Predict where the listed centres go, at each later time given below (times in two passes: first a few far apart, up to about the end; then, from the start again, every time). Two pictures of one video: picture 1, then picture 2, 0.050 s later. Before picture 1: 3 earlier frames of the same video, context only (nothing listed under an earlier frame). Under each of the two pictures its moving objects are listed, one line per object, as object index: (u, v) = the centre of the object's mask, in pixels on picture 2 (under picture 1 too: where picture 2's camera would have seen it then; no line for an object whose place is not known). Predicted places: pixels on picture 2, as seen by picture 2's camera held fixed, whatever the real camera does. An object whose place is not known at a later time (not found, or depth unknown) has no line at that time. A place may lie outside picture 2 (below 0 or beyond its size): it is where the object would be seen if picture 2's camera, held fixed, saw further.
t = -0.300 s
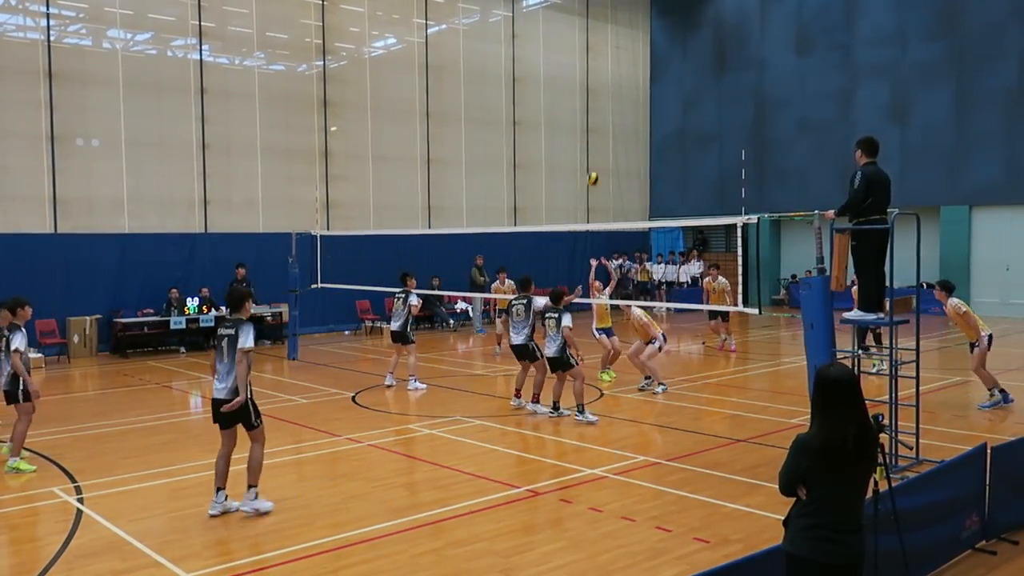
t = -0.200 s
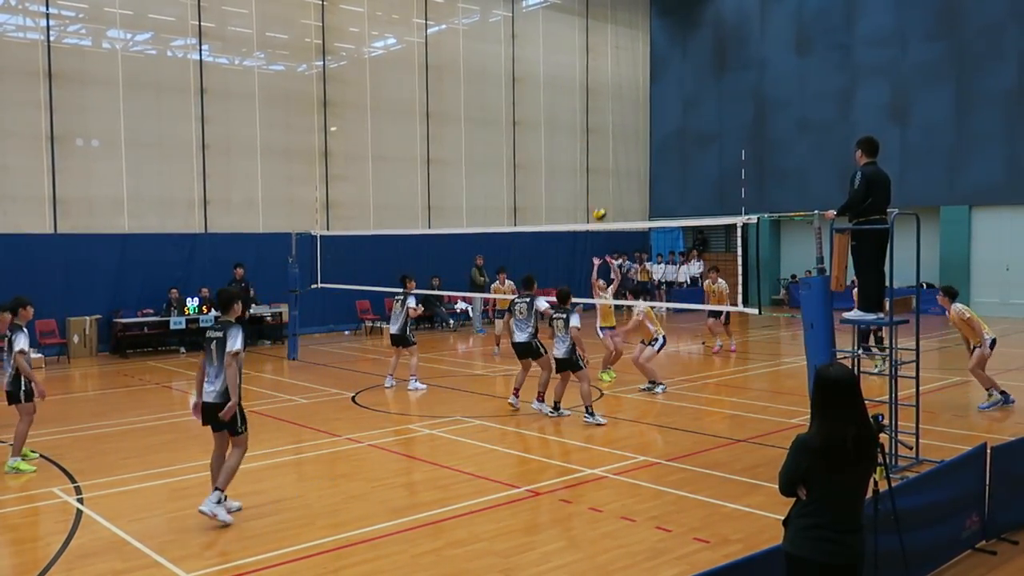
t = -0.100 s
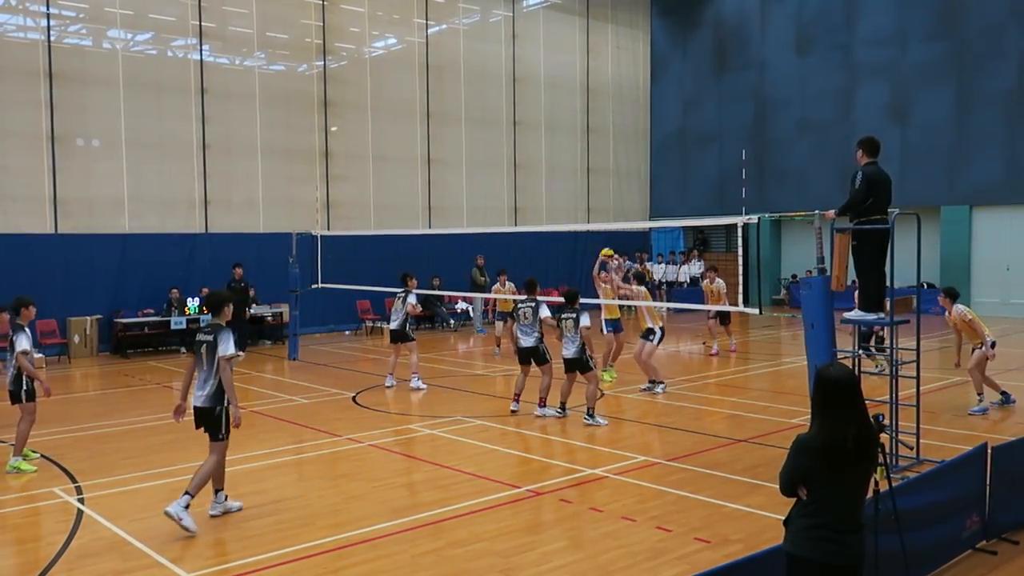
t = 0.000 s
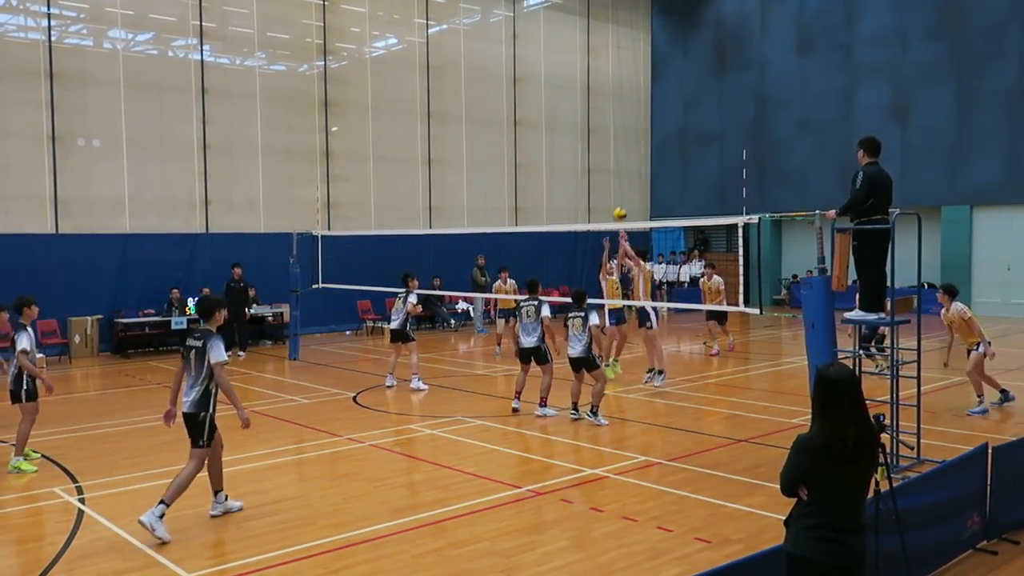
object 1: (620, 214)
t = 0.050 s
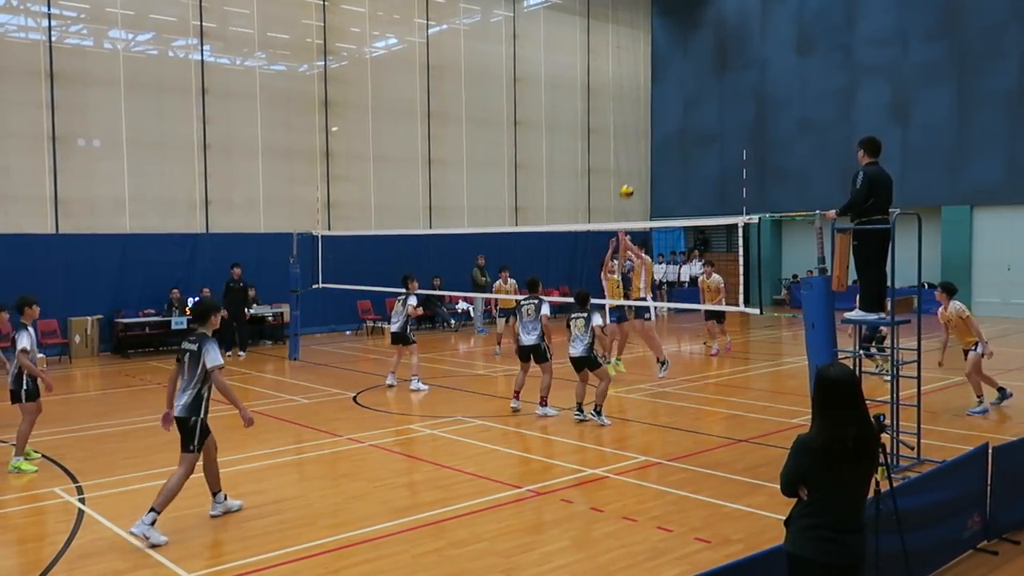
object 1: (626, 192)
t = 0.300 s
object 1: (665, 100)
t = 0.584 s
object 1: (715, 41)
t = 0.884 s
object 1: (773, 42)
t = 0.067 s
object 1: (629, 185)
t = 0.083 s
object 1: (631, 177)
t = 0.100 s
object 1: (633, 171)
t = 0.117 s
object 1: (636, 164)
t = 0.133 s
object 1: (639, 157)
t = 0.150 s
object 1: (641, 151)
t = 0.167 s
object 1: (644, 144)
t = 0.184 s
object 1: (646, 138)
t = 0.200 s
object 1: (649, 133)
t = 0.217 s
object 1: (652, 127)
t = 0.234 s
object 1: (654, 121)
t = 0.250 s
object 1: (657, 115)
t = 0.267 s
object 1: (659, 110)
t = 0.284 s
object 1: (662, 105)
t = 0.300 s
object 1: (665, 100)
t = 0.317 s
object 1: (667, 95)
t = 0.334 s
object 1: (671, 90)
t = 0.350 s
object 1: (673, 86)
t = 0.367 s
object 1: (676, 81)
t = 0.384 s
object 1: (679, 77)
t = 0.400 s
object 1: (682, 73)
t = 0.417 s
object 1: (685, 69)
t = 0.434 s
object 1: (688, 66)
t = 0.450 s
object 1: (691, 62)
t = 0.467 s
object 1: (694, 59)
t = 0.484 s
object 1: (697, 56)
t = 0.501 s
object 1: (700, 53)
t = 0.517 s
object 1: (703, 50)
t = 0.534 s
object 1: (706, 48)
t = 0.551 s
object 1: (709, 45)
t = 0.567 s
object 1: (712, 43)
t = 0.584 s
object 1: (715, 41)
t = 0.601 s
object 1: (718, 39)
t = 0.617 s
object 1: (721, 37)
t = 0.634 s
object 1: (724, 36)
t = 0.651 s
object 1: (727, 35)
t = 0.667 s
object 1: (731, 34)
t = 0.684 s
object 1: (733, 33)
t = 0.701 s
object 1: (737, 33)
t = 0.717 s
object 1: (740, 33)
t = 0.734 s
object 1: (743, 32)
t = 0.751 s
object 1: (746, 33)
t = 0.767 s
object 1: (750, 33)
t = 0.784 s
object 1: (753, 33)
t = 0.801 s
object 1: (756, 34)
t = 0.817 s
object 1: (759, 35)
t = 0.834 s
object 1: (763, 37)
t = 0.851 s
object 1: (766, 38)
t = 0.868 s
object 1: (770, 40)
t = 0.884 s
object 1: (773, 42)
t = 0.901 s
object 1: (776, 44)
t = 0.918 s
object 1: (780, 46)
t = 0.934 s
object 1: (783, 49)
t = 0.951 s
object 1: (787, 52)
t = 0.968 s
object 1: (790, 55)
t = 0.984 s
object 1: (794, 58)
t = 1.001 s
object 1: (797, 62)
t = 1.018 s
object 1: (801, 66)
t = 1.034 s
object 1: (804, 70)
